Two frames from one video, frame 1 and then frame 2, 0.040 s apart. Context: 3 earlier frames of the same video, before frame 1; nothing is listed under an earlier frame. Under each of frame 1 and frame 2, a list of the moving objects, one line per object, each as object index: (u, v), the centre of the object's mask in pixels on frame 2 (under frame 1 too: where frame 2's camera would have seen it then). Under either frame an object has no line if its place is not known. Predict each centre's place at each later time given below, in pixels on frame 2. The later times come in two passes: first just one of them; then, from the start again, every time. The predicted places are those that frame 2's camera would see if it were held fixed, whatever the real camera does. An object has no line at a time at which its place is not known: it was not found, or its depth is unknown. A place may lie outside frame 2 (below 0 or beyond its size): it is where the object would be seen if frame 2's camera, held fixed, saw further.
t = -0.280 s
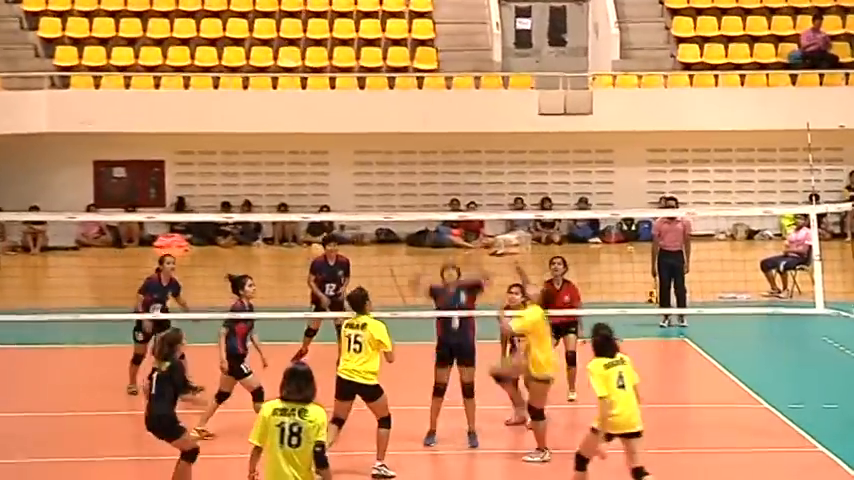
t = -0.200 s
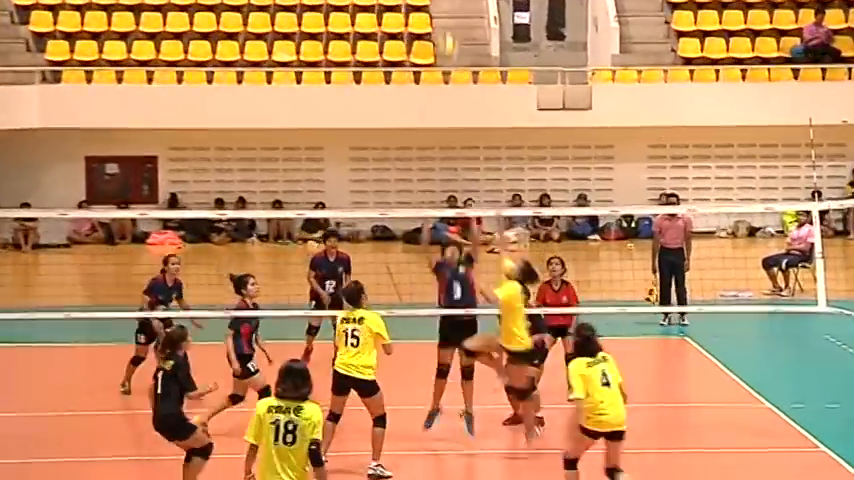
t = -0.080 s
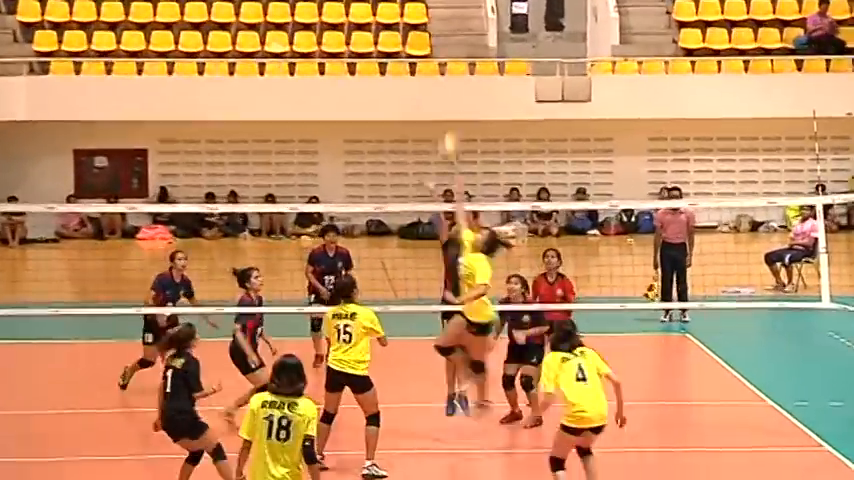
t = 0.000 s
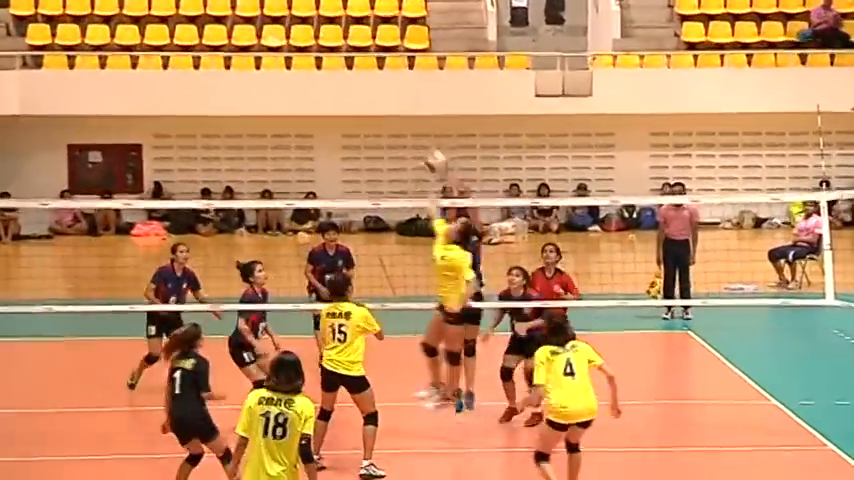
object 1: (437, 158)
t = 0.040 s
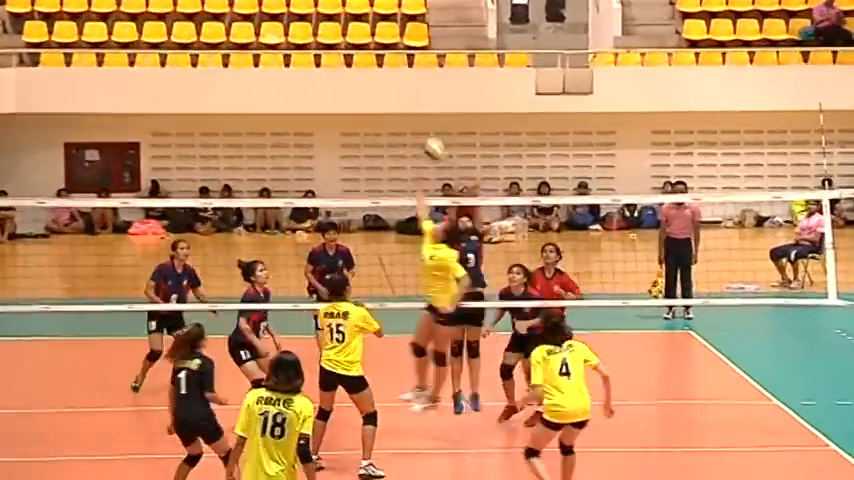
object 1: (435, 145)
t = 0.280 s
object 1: (418, 115)
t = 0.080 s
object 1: (432, 138)
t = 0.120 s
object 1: (428, 128)
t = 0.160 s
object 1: (426, 121)
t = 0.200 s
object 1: (422, 119)
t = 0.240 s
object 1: (419, 115)
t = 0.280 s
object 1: (418, 115)
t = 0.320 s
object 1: (413, 115)
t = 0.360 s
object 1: (410, 116)
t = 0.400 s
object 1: (406, 120)
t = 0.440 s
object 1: (403, 126)
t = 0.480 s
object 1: (400, 134)
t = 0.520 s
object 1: (397, 141)
